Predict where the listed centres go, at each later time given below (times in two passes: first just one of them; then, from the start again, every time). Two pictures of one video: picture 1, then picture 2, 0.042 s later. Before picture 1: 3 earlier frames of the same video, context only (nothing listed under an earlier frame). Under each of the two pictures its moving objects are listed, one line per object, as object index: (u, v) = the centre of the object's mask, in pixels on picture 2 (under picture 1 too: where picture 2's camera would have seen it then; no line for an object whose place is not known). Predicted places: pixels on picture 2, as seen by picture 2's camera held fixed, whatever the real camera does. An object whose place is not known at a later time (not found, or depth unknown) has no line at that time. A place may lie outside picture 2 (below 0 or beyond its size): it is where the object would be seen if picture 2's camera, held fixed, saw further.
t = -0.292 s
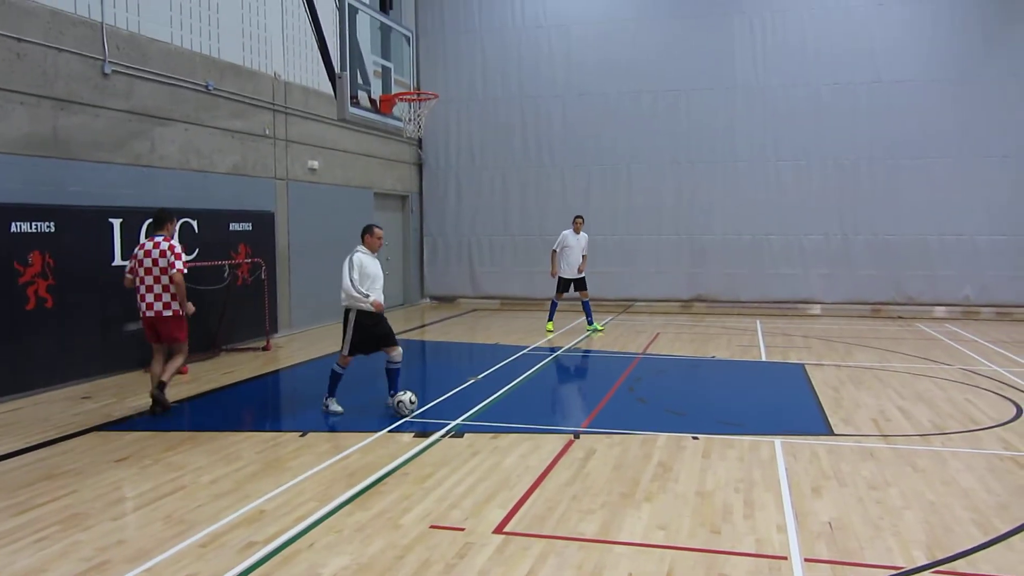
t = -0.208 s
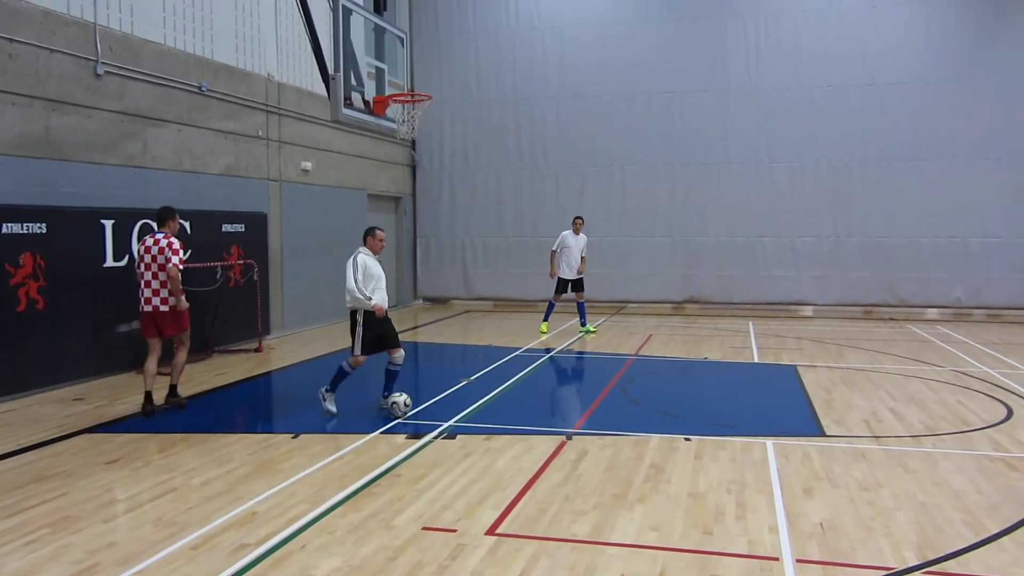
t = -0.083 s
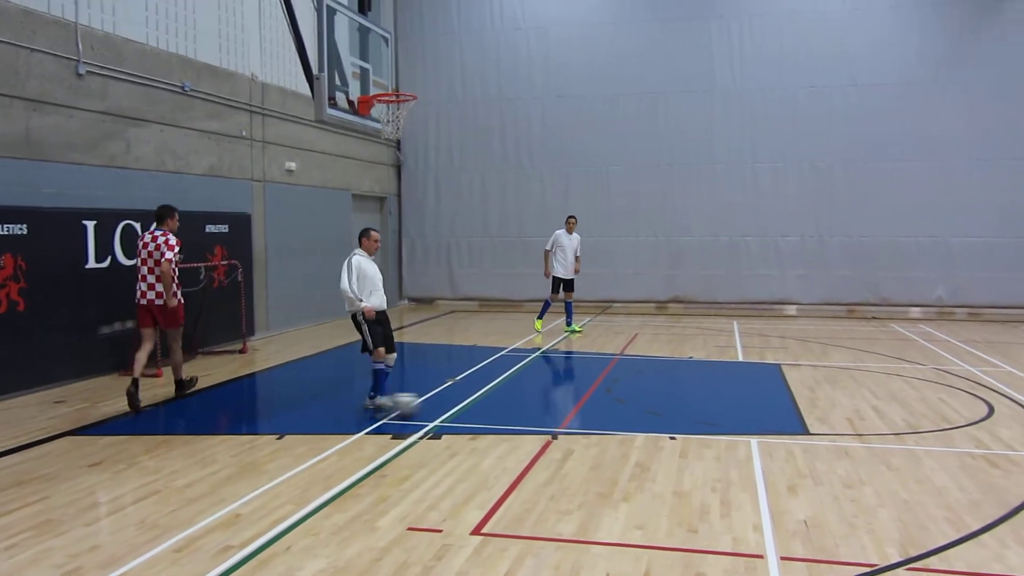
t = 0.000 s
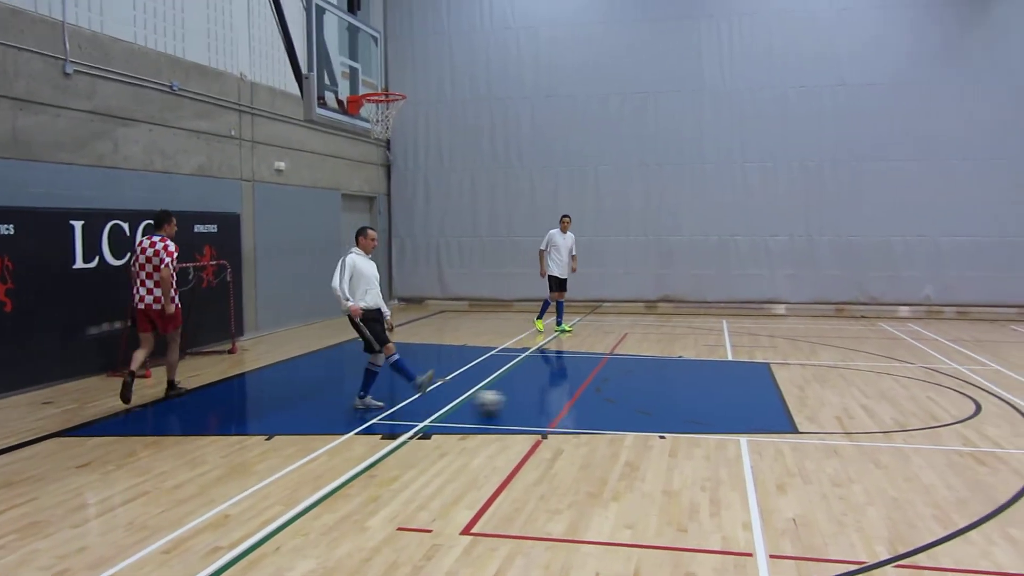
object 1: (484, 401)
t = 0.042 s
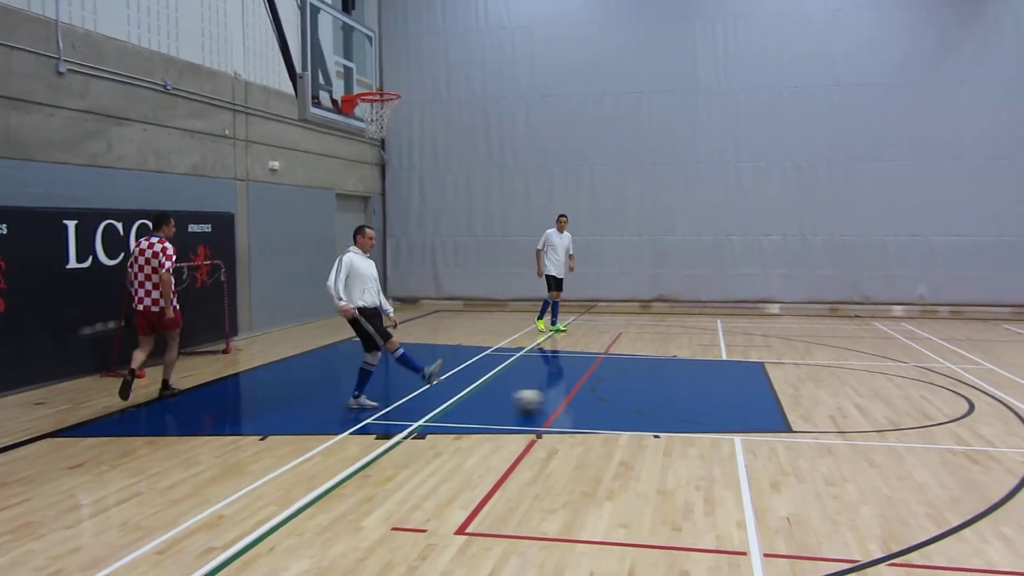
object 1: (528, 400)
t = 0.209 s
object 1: (692, 396)
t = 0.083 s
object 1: (571, 399)
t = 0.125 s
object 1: (613, 398)
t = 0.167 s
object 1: (653, 397)
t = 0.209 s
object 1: (692, 396)
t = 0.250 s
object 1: (730, 396)
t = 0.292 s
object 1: (766, 396)
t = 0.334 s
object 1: (800, 397)
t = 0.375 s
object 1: (836, 396)
